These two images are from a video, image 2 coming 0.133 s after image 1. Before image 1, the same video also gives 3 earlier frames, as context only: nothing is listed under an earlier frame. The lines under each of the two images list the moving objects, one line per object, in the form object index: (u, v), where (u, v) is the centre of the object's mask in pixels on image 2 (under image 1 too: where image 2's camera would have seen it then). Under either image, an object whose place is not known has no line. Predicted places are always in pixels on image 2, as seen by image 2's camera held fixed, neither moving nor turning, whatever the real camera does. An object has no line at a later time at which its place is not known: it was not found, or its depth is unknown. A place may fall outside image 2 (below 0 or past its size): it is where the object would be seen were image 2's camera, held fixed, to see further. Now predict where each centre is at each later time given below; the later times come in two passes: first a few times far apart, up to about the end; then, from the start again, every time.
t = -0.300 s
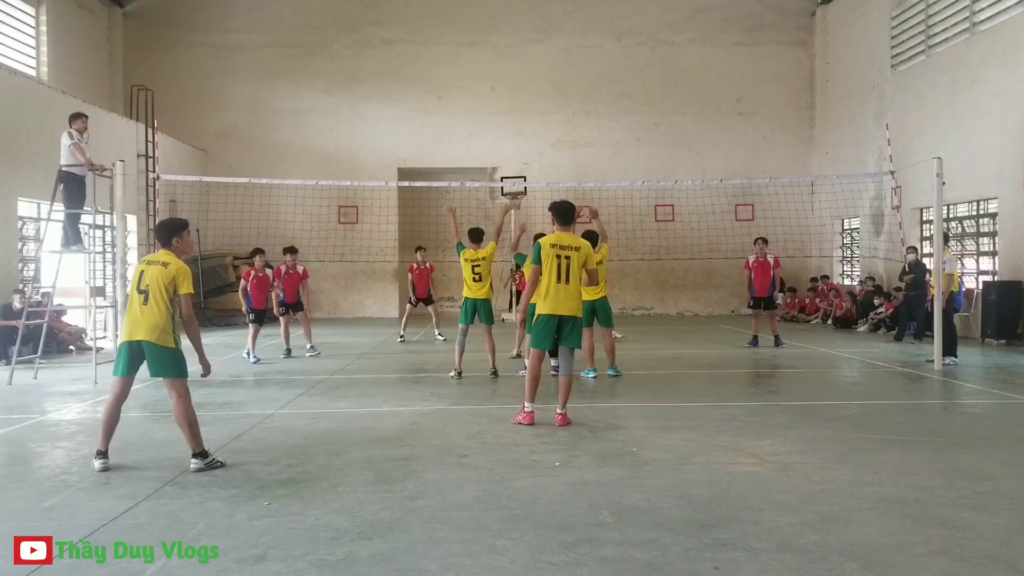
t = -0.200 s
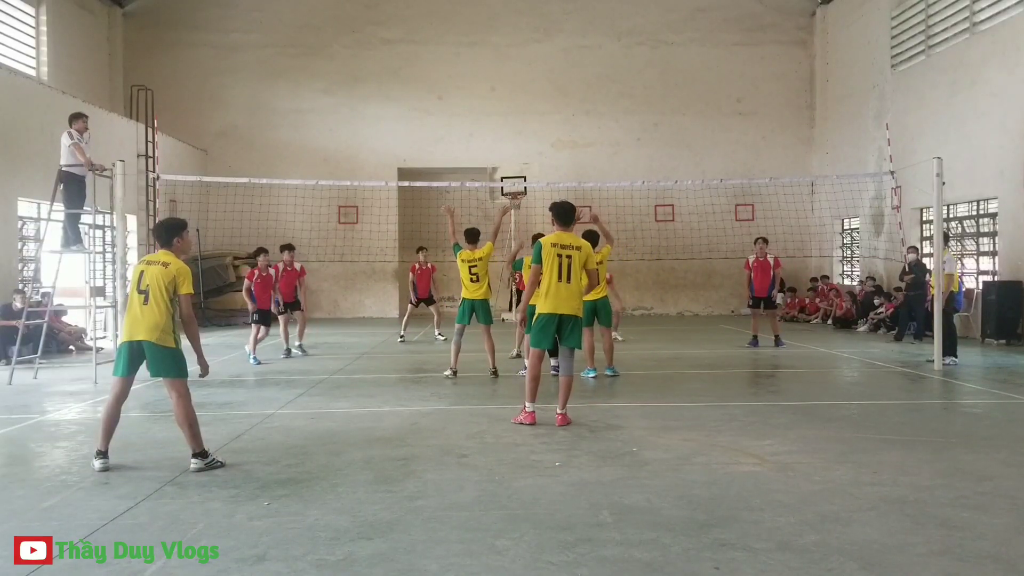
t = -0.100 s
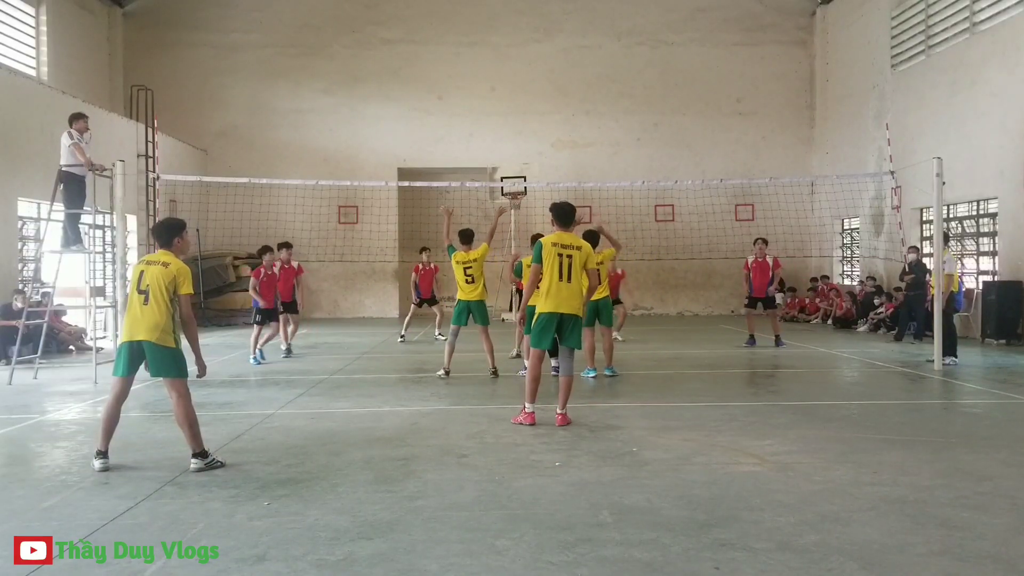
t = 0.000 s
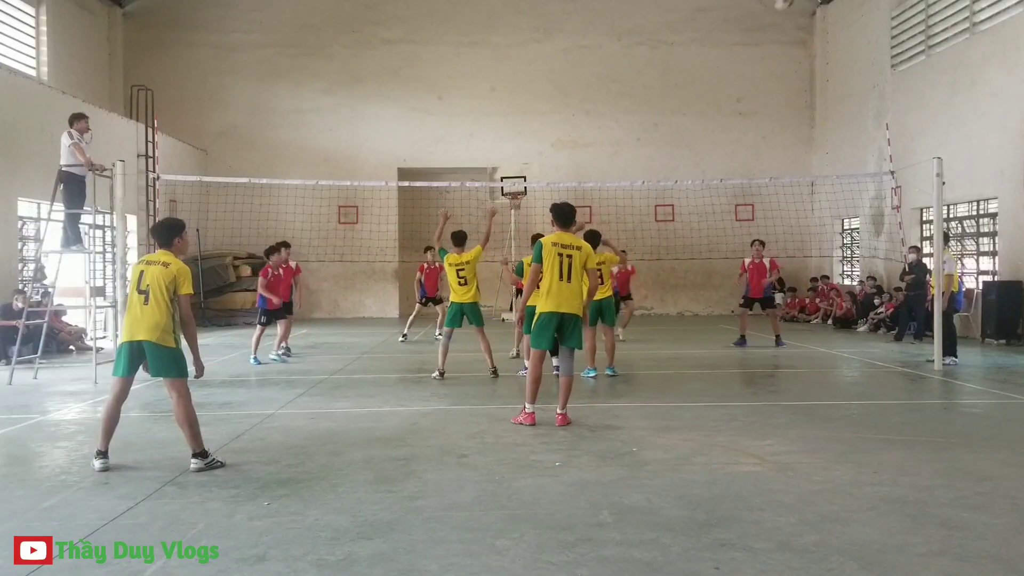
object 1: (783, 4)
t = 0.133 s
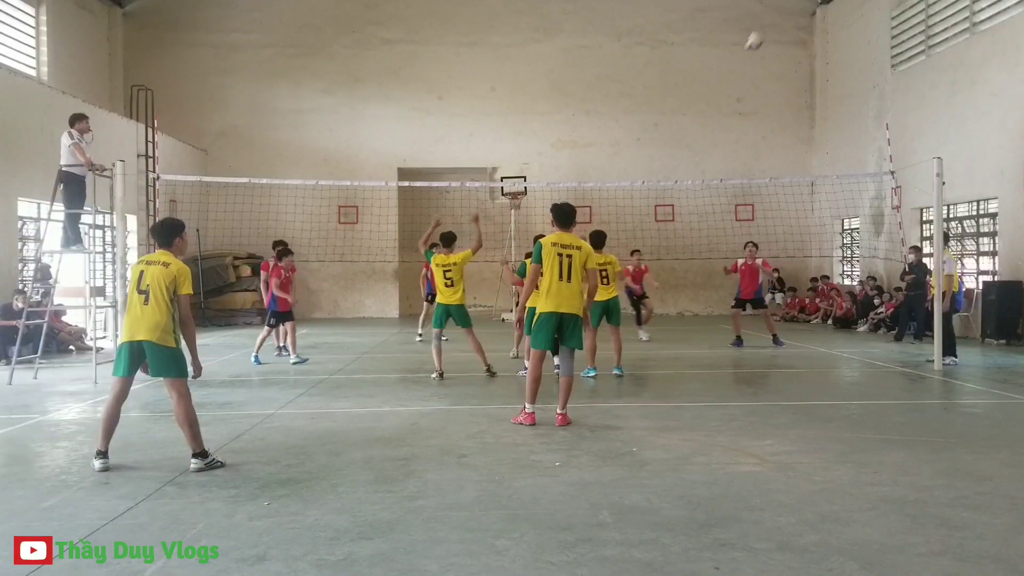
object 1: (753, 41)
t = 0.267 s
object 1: (728, 84)
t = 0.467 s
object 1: (703, 154)
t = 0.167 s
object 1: (747, 51)
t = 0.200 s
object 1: (740, 63)
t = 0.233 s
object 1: (733, 74)
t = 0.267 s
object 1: (728, 84)
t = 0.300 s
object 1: (722, 96)
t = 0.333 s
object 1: (718, 106)
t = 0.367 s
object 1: (714, 118)
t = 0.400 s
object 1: (709, 130)
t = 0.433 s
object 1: (707, 142)
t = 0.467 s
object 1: (703, 154)
